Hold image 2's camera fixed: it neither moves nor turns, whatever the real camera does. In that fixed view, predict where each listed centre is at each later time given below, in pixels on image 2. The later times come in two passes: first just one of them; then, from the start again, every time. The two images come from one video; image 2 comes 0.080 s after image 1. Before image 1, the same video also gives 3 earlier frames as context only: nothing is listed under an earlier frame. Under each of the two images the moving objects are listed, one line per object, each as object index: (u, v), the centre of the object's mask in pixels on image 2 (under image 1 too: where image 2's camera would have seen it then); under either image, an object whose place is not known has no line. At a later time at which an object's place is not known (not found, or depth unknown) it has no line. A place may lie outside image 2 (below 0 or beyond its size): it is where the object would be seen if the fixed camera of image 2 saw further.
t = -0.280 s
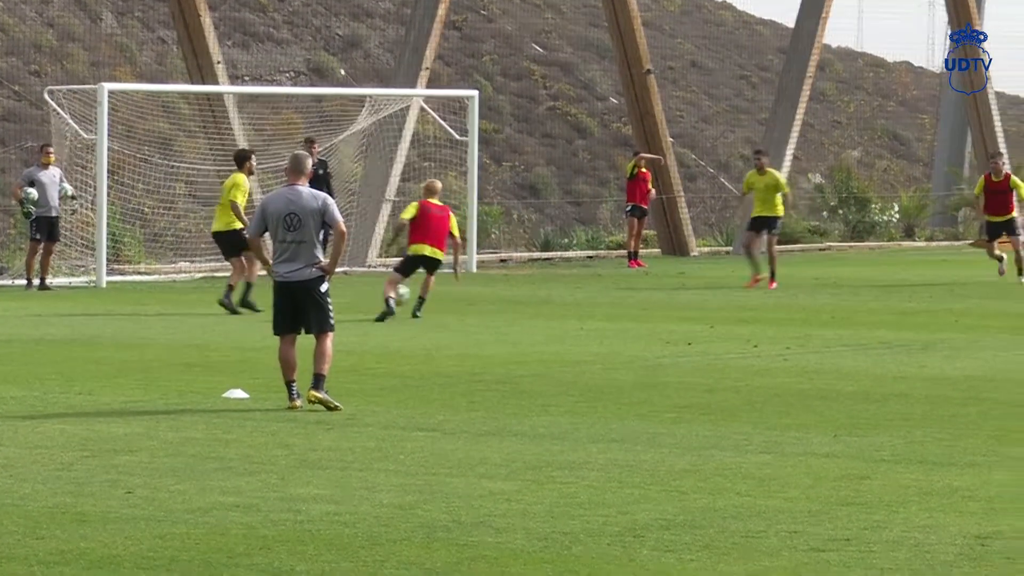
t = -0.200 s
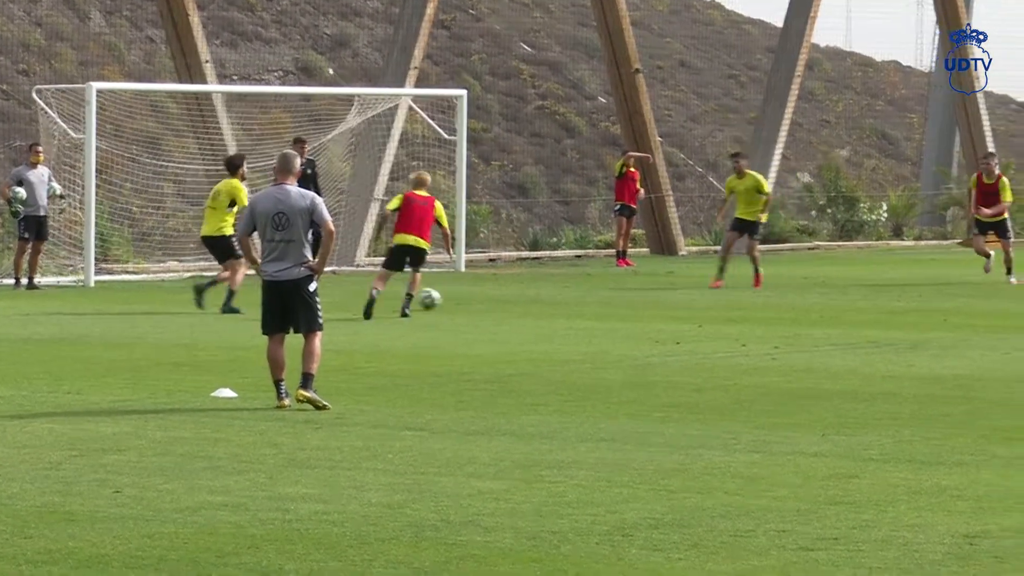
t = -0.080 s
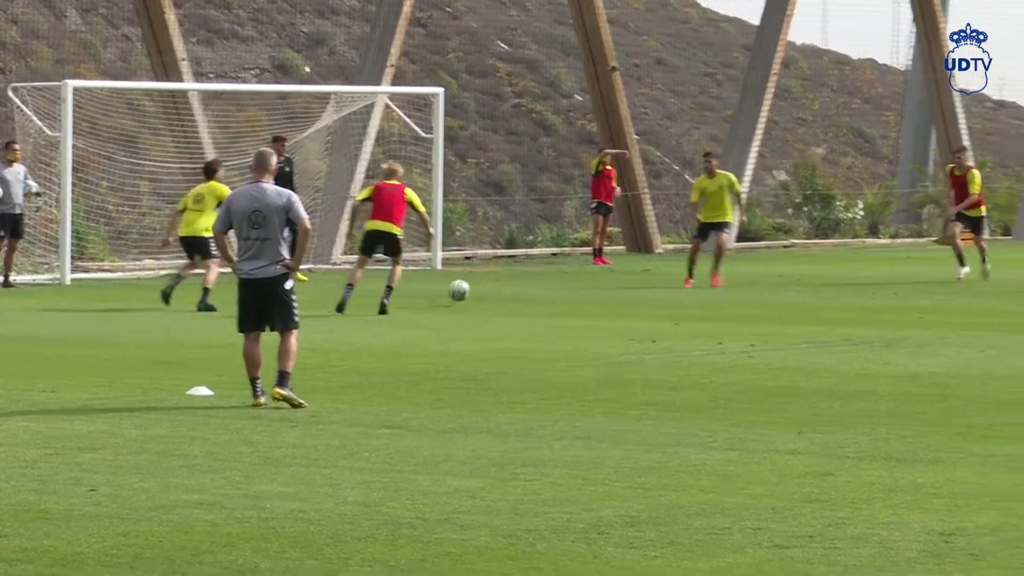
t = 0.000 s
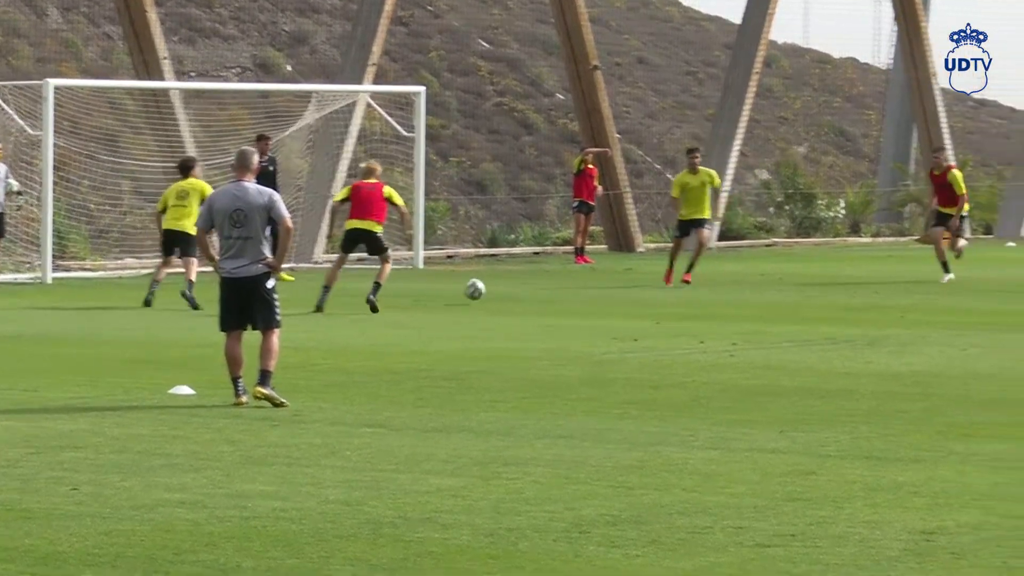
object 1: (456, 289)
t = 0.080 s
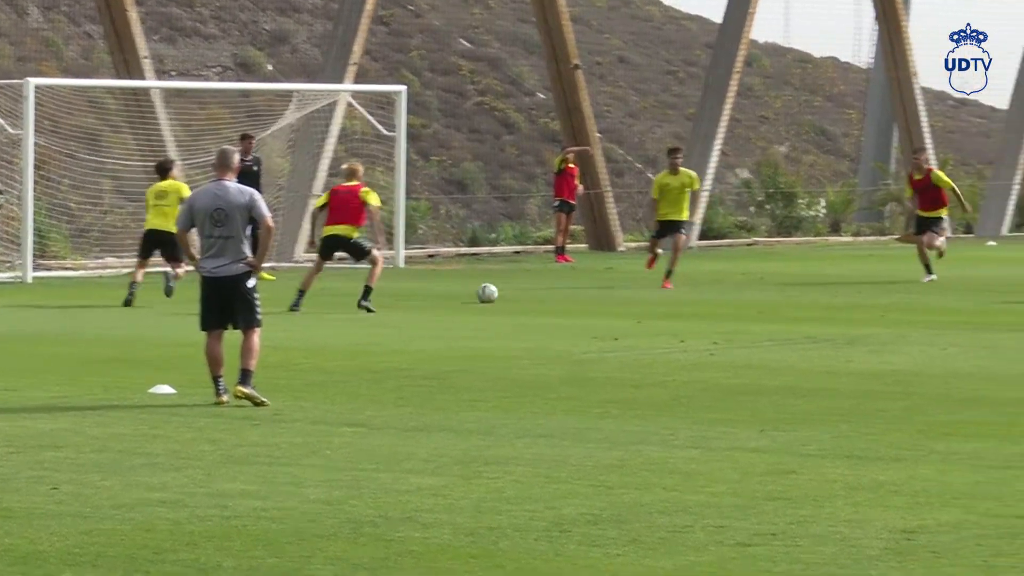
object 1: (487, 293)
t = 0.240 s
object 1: (536, 288)
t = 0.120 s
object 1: (500, 291)
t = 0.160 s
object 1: (512, 288)
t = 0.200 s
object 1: (524, 287)
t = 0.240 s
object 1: (536, 288)
